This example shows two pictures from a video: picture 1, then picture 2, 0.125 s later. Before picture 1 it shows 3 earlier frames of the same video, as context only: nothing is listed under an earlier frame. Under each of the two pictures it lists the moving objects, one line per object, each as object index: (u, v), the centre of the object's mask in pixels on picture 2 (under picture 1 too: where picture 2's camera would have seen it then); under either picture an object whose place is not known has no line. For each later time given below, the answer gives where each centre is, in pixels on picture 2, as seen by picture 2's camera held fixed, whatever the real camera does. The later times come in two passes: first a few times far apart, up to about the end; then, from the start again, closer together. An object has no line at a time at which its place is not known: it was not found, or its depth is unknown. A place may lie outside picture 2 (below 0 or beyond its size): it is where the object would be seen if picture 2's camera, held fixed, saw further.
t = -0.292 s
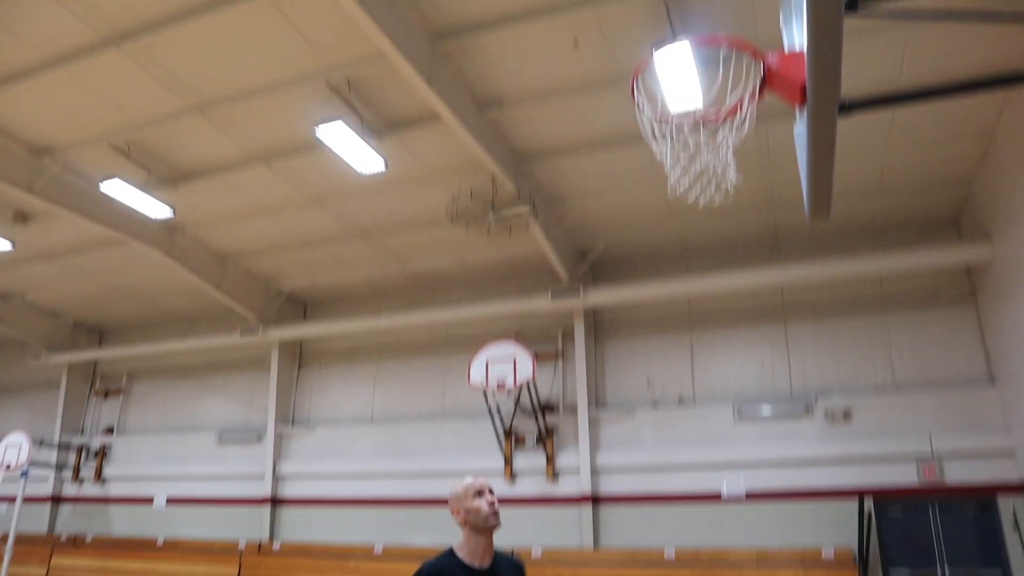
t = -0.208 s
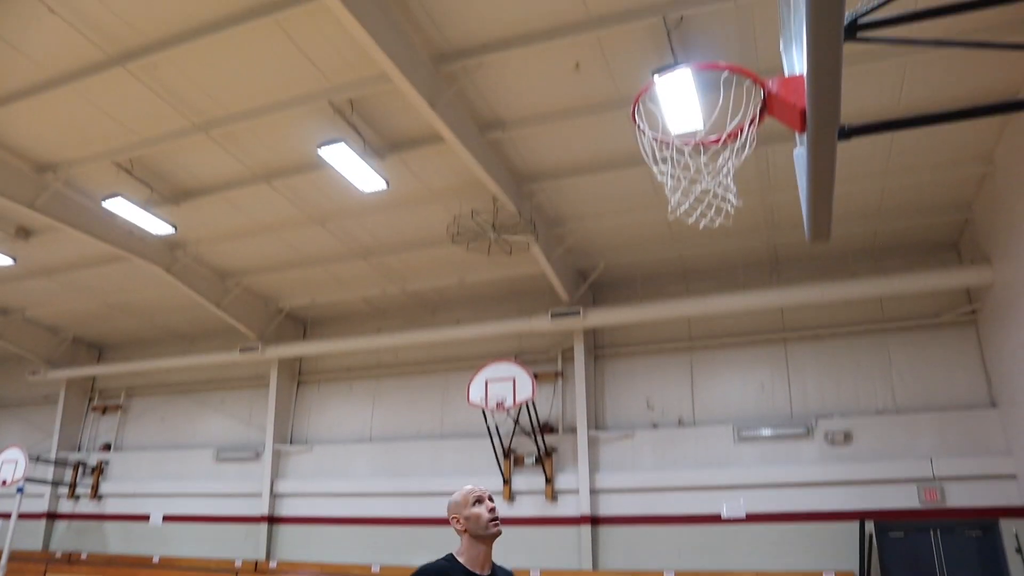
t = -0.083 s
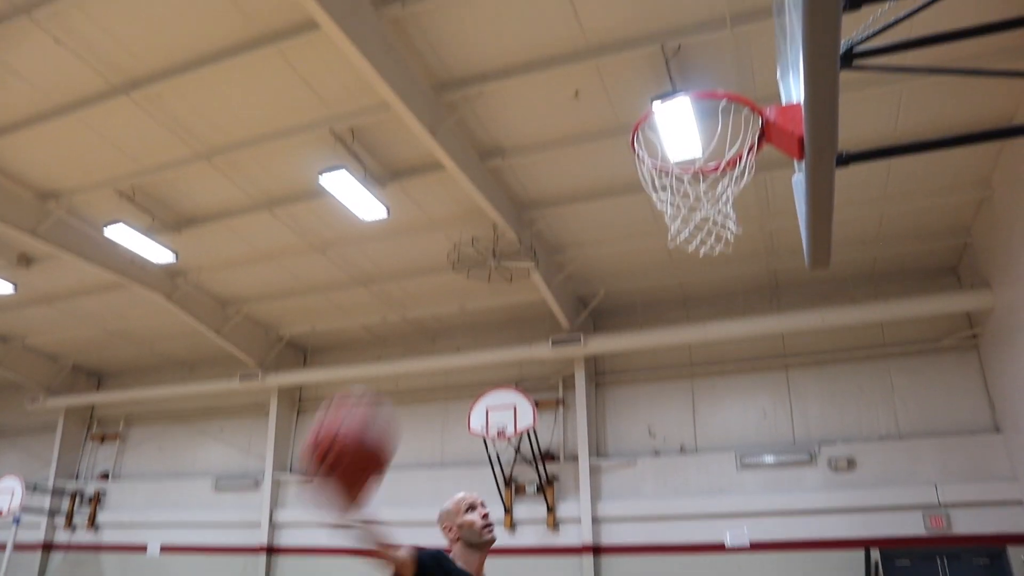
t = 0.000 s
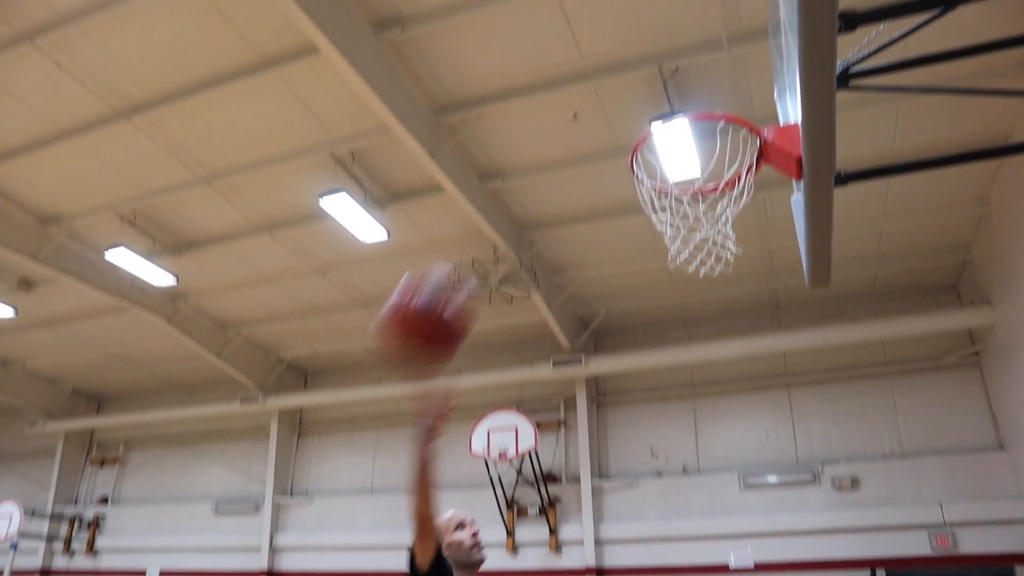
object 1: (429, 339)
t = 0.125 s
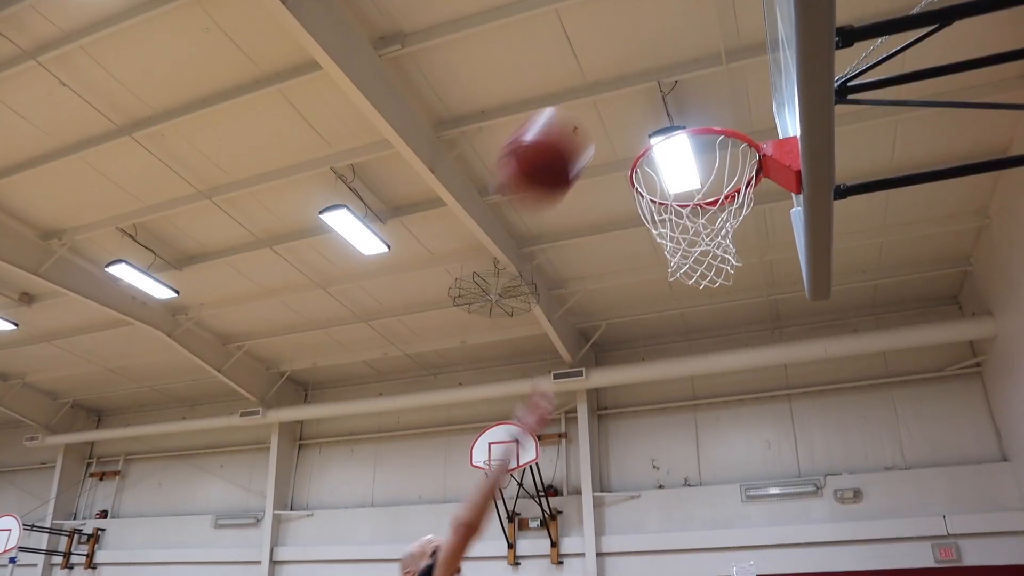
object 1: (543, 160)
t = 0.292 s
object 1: (679, 22)
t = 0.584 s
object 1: (609, 49)
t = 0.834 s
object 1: (448, 283)
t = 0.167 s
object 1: (577, 116)
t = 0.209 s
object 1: (612, 76)
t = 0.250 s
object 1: (646, 44)
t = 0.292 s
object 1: (679, 22)
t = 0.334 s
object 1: (714, 8)
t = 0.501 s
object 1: (660, 7)
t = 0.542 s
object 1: (635, 26)
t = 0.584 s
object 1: (609, 49)
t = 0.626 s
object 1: (582, 77)
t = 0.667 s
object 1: (555, 109)
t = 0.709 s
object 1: (529, 145)
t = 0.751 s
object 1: (504, 184)
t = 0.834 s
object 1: (448, 283)
